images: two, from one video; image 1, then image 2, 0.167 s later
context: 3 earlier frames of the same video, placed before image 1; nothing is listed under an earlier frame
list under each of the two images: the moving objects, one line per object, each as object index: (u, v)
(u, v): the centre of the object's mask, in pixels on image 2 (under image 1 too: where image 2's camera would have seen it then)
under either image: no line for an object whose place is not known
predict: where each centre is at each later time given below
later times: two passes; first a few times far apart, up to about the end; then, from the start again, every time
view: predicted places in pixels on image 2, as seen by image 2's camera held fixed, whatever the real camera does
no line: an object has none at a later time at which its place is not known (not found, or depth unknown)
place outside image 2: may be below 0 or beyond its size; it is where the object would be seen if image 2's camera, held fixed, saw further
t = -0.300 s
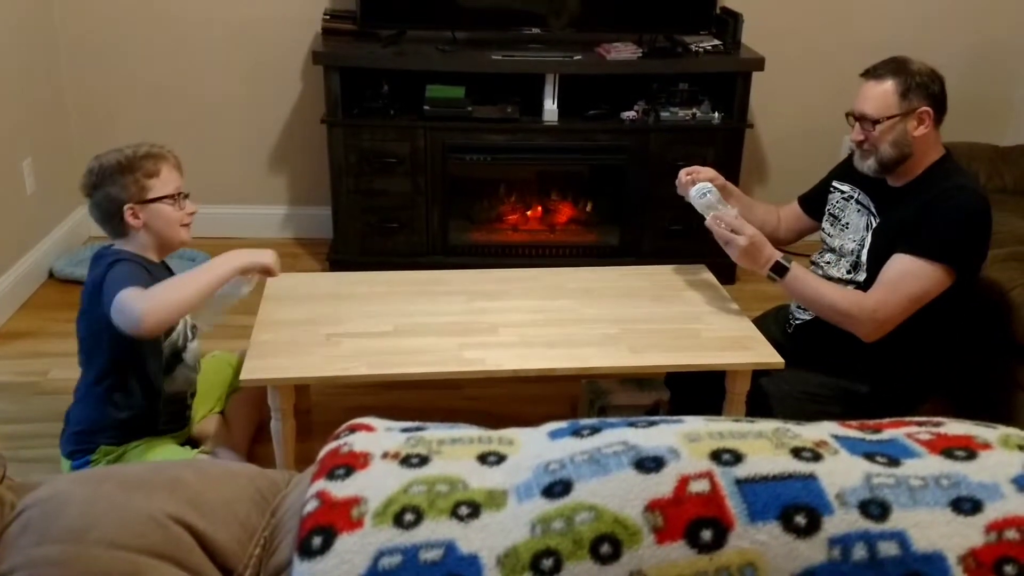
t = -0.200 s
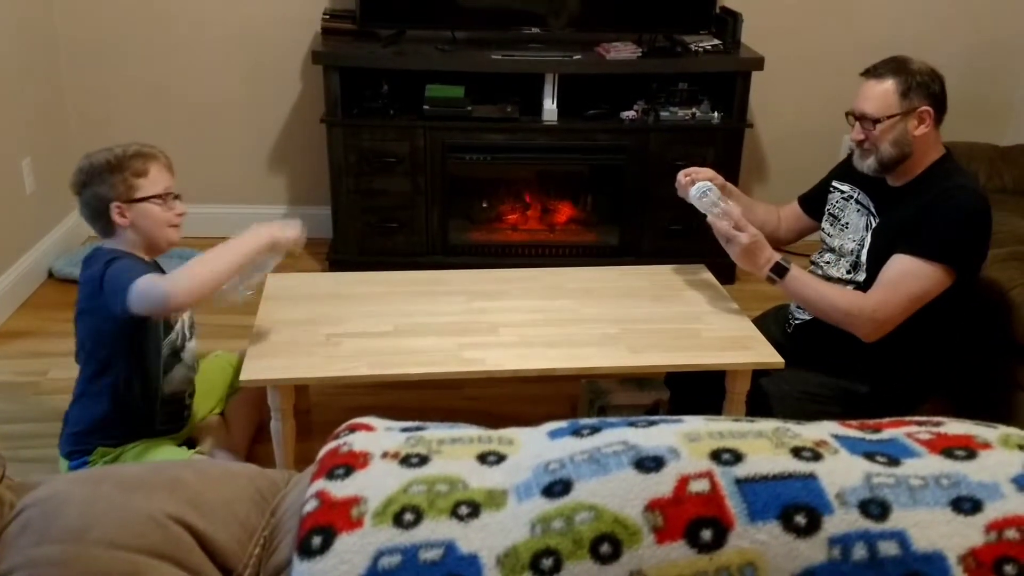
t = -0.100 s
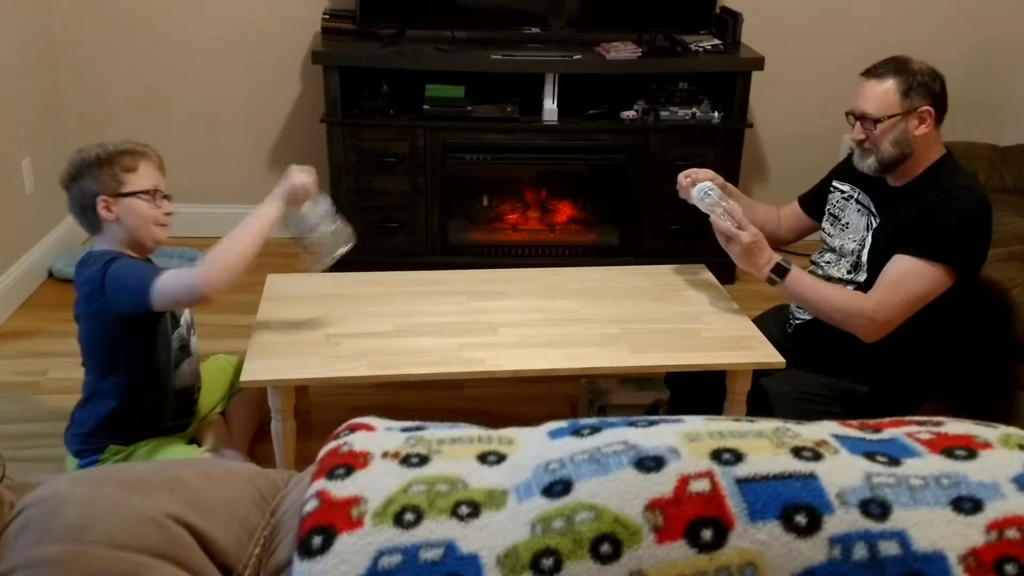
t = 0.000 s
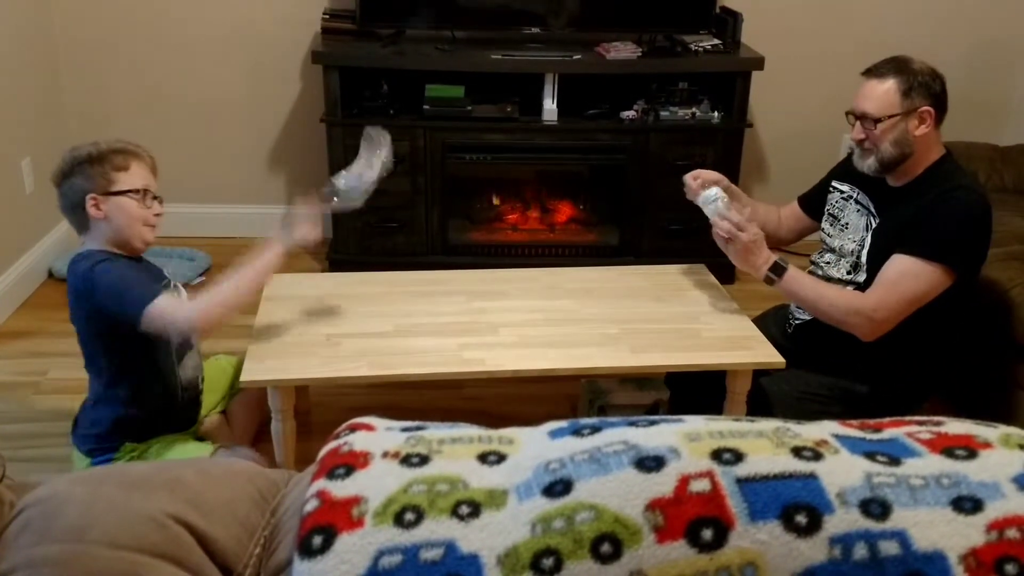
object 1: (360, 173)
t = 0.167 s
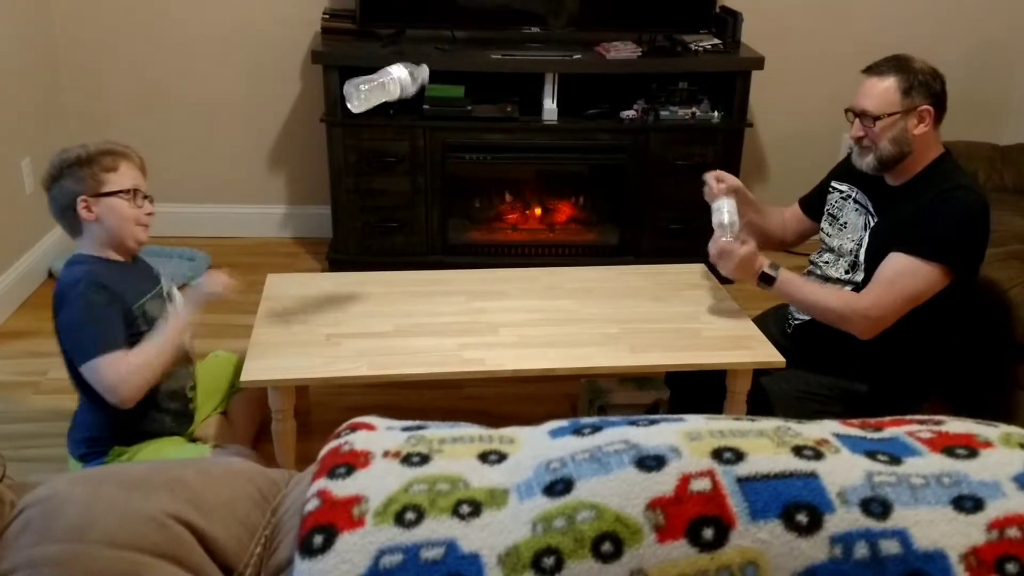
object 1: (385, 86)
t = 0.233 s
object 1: (384, 93)
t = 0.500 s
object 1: (385, 323)
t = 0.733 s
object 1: (380, 337)
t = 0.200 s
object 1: (384, 87)
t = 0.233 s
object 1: (384, 93)
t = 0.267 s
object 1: (386, 103)
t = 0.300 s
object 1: (387, 118)
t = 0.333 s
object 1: (388, 140)
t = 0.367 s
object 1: (389, 167)
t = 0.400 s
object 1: (391, 197)
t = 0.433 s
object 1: (391, 226)
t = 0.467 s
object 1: (389, 283)
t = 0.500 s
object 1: (385, 323)
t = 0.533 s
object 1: (381, 334)
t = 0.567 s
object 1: (381, 335)
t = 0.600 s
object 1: (380, 336)
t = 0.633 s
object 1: (380, 337)
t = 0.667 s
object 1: (380, 337)
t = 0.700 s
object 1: (380, 337)
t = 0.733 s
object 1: (380, 337)
